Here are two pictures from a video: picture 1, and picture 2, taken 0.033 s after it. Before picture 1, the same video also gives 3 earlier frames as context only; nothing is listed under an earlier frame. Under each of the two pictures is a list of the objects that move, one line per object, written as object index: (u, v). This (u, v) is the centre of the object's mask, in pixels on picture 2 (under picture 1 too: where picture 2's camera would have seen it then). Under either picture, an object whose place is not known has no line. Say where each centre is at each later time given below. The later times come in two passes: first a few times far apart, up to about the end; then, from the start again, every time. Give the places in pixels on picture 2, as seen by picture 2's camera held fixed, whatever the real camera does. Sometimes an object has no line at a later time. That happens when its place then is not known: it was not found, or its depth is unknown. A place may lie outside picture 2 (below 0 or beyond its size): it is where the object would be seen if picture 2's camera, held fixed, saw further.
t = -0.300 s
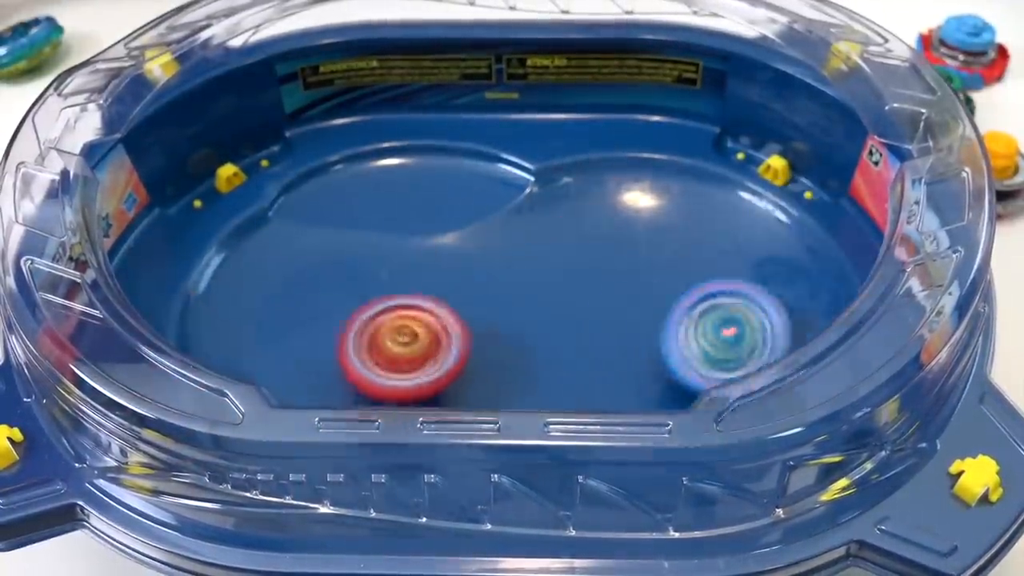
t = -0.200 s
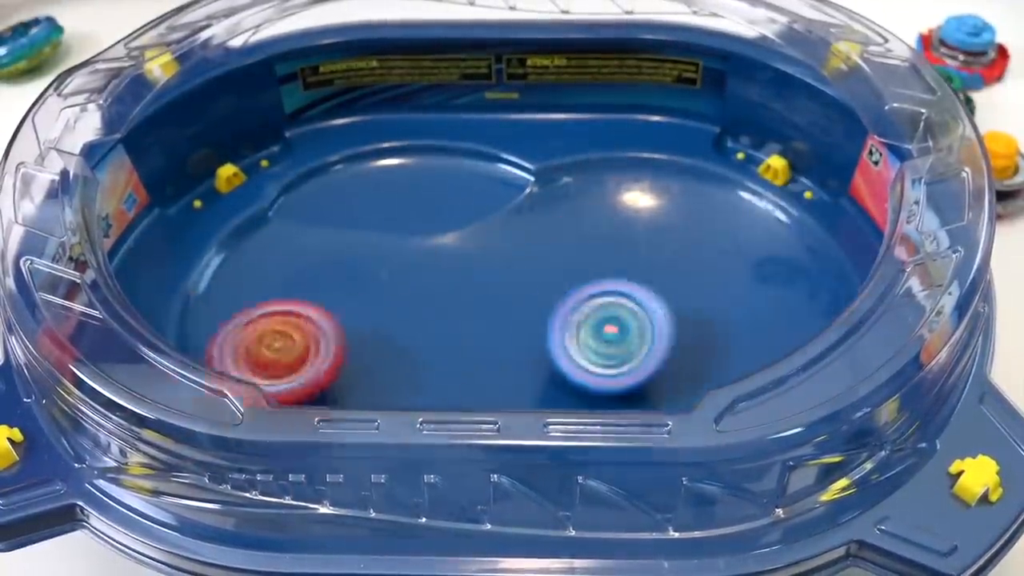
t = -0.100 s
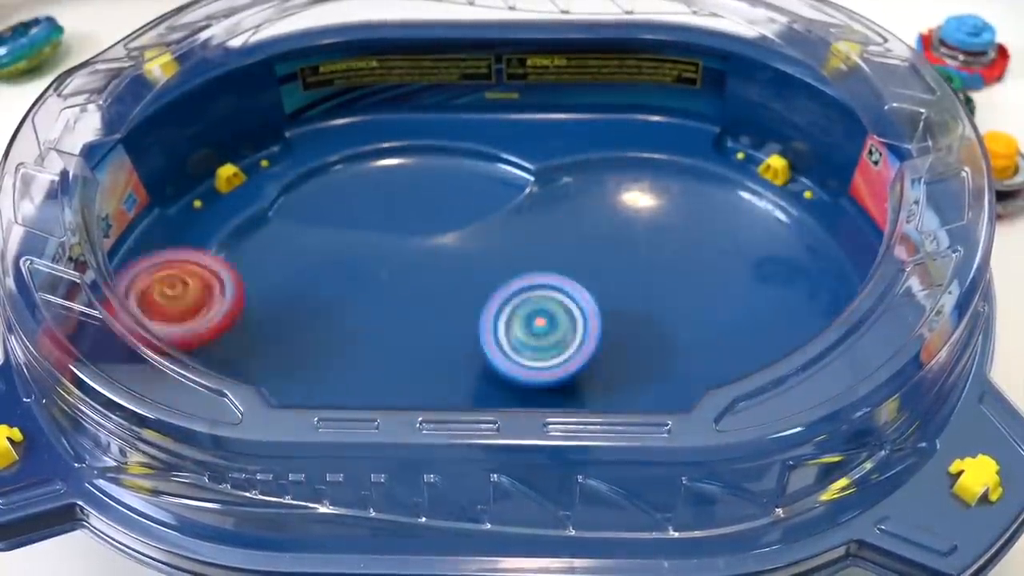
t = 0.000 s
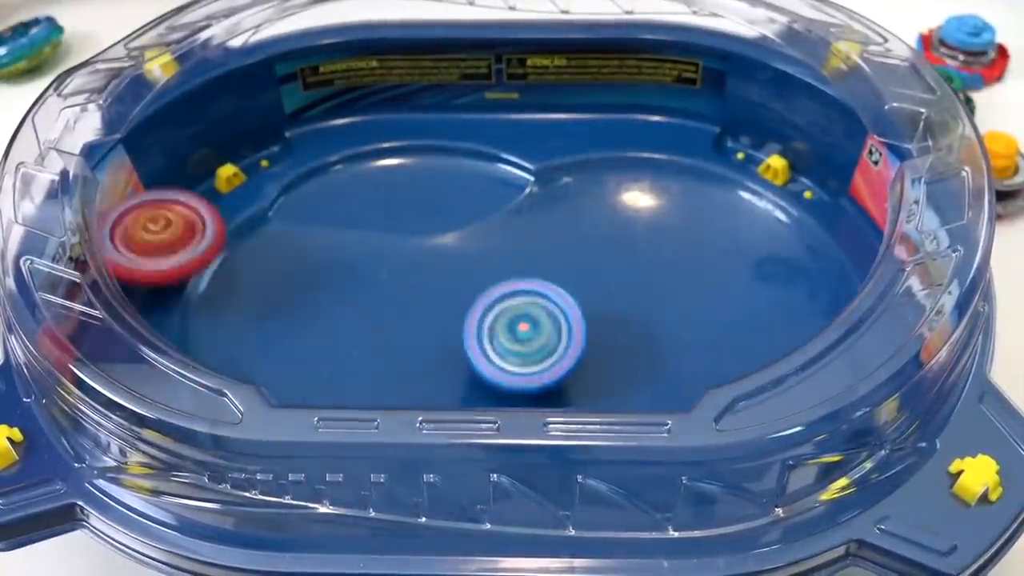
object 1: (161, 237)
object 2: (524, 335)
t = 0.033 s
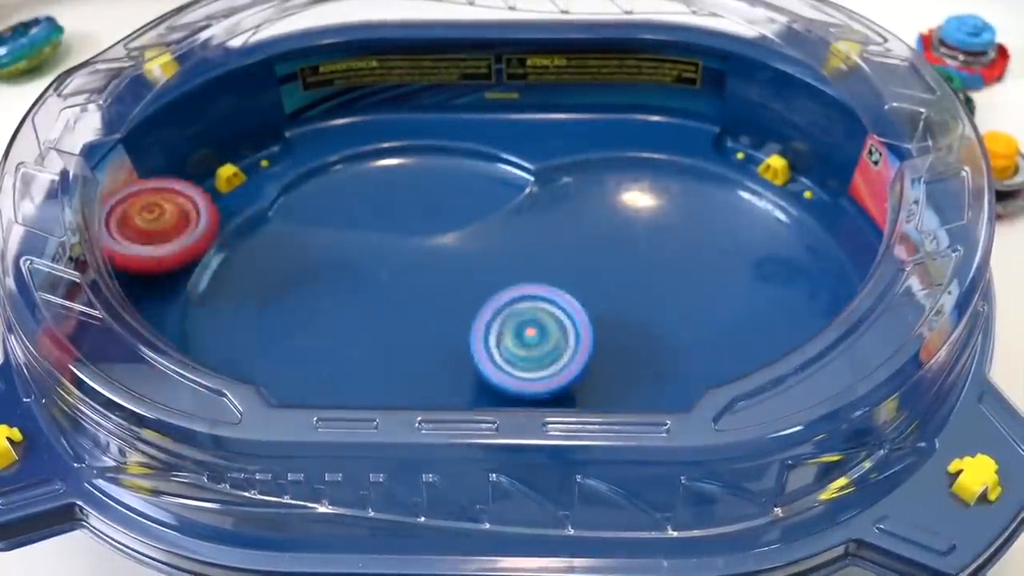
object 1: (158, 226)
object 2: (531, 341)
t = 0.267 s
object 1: (323, 263)
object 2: (699, 354)
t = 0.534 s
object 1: (643, 348)
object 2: (724, 235)
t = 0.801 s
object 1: (725, 415)
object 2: (576, 316)
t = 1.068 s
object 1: (536, 430)
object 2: (519, 315)
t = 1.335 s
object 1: (507, 299)
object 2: (514, 209)
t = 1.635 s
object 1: (860, 295)
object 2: (480, 283)
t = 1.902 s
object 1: (723, 448)
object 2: (564, 270)
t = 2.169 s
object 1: (448, 211)
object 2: (587, 247)
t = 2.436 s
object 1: (474, 168)
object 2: (609, 265)
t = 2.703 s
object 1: (570, 328)
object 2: (689, 291)
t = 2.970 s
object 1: (575, 328)
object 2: (666, 257)
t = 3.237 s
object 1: (437, 247)
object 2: (680, 305)
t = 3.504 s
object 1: (578, 280)
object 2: (707, 310)
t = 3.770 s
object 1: (496, 281)
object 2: (698, 307)
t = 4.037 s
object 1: (546, 270)
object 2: (668, 349)
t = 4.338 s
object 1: (644, 295)
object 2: (708, 362)
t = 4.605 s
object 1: (710, 278)
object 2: (698, 364)
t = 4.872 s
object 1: (701, 290)
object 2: (637, 391)
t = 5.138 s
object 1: (634, 163)
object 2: (585, 398)
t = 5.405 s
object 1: (695, 312)
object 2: (582, 354)
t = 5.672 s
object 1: (537, 358)
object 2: (435, 288)
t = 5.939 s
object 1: (280, 307)
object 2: (326, 191)
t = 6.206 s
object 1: (266, 247)
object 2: (371, 154)
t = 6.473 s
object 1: (358, 355)
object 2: (479, 179)
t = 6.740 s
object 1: (312, 460)
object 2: (534, 208)
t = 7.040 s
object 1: (439, 409)
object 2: (698, 337)
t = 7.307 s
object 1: (415, 444)
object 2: (756, 326)
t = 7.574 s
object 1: (433, 306)
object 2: (641, 353)
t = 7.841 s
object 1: (617, 188)
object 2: (582, 401)
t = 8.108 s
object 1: (802, 287)
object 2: (680, 376)
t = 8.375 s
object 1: (677, 402)
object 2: (536, 367)
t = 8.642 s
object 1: (640, 269)
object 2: (319, 316)
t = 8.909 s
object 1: (760, 301)
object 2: (242, 323)
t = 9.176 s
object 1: (556, 330)
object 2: (305, 314)
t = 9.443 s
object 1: (445, 232)
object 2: (323, 276)
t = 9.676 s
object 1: (547, 276)
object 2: (395, 263)
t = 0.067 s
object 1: (166, 221)
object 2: (545, 347)
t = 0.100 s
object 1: (178, 219)
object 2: (564, 352)
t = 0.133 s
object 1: (193, 224)
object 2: (588, 357)
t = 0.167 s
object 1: (213, 237)
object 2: (614, 361)
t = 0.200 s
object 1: (243, 250)
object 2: (645, 363)
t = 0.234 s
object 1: (282, 258)
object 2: (673, 360)
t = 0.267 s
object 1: (323, 263)
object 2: (699, 354)
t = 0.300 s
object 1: (362, 273)
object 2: (725, 342)
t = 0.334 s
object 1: (400, 283)
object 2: (746, 329)
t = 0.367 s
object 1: (437, 293)
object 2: (759, 316)
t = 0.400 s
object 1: (474, 303)
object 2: (768, 301)
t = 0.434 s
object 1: (511, 312)
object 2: (766, 283)
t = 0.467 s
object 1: (554, 322)
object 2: (758, 265)
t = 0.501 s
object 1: (599, 334)
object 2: (743, 248)
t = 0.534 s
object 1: (643, 348)
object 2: (724, 235)
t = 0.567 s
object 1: (682, 359)
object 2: (699, 228)
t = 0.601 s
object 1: (715, 368)
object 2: (671, 227)
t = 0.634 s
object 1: (741, 375)
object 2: (645, 232)
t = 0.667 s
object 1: (755, 382)
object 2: (620, 243)
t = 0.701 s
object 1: (762, 390)
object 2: (600, 257)
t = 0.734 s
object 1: (759, 397)
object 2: (586, 275)
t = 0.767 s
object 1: (746, 407)
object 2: (578, 295)
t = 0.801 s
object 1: (725, 415)
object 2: (576, 316)
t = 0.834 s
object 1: (697, 419)
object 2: (578, 338)
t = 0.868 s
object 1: (677, 430)
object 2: (571, 348)
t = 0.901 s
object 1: (661, 445)
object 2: (555, 348)
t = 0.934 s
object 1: (645, 454)
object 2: (543, 349)
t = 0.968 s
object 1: (610, 451)
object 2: (537, 352)
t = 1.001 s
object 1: (575, 448)
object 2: (531, 347)
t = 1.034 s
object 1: (553, 441)
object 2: (525, 331)
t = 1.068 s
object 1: (536, 430)
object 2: (519, 315)
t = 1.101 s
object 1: (519, 390)
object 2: (515, 304)
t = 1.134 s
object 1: (503, 381)
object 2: (511, 297)
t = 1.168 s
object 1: (486, 370)
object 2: (511, 281)
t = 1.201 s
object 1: (476, 351)
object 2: (512, 265)
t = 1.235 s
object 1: (474, 333)
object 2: (512, 248)
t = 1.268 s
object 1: (479, 318)
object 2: (515, 232)
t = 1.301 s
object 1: (490, 305)
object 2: (515, 220)
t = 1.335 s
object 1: (507, 299)
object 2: (514, 209)
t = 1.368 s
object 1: (531, 297)
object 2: (514, 201)
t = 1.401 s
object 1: (562, 295)
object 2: (510, 200)
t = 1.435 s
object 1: (599, 292)
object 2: (507, 206)
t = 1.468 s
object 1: (643, 288)
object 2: (502, 219)
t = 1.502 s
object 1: (691, 285)
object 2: (496, 234)
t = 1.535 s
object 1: (740, 283)
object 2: (490, 250)
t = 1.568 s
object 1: (786, 283)
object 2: (485, 264)
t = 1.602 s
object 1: (812, 282)
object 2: (481, 274)
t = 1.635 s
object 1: (860, 295)
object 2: (480, 283)
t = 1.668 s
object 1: (869, 309)
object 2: (484, 287)
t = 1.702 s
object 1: (871, 333)
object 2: (489, 289)
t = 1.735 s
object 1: (859, 351)
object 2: (499, 288)
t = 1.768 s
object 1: (844, 375)
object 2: (511, 286)
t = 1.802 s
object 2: (524, 283)
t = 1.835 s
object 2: (538, 279)
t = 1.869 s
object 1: (765, 437)
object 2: (552, 274)
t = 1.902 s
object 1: (723, 448)
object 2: (564, 270)
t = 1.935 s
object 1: (668, 452)
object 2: (573, 265)
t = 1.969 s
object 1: (608, 447)
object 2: (582, 261)
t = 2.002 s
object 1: (547, 403)
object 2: (587, 258)
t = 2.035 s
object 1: (508, 368)
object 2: (589, 255)
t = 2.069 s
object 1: (481, 330)
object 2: (590, 252)
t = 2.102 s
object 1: (462, 288)
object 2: (590, 250)
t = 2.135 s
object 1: (450, 250)
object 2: (588, 249)
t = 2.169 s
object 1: (448, 211)
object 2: (587, 247)
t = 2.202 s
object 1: (451, 177)
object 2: (587, 247)
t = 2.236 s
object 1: (455, 156)
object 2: (586, 248)
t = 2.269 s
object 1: (461, 133)
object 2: (585, 249)
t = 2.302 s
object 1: (466, 118)
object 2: (587, 250)
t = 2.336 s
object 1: (471, 116)
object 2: (591, 253)
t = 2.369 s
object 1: (472, 130)
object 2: (595, 257)
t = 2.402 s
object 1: (473, 150)
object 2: (601, 261)
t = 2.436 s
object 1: (474, 168)
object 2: (609, 265)
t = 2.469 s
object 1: (475, 186)
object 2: (618, 270)
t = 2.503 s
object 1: (479, 212)
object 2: (629, 276)
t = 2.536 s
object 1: (486, 237)
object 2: (641, 280)
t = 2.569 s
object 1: (499, 263)
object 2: (653, 284)
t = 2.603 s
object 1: (515, 284)
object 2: (665, 289)
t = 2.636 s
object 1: (532, 302)
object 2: (676, 291)
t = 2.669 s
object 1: (550, 317)
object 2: (684, 292)
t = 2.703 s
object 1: (570, 328)
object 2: (689, 291)
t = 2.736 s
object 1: (587, 337)
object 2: (692, 288)
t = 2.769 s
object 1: (591, 346)
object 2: (698, 281)
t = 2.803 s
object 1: (595, 351)
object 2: (702, 273)
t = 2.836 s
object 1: (596, 354)
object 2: (701, 267)
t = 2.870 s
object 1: (594, 353)
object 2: (695, 262)
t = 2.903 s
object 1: (590, 347)
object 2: (685, 257)
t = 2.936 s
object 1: (583, 340)
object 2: (675, 255)
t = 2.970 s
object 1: (575, 328)
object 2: (666, 257)
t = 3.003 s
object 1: (562, 318)
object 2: (663, 259)
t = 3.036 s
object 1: (540, 312)
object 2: (669, 260)
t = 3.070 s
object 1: (519, 303)
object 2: (671, 265)
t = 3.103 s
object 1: (498, 294)
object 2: (672, 273)
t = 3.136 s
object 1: (475, 283)
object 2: (672, 281)
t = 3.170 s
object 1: (455, 269)
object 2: (673, 289)
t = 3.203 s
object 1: (442, 257)
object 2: (676, 297)
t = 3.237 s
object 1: (437, 247)
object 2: (680, 305)
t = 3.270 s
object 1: (437, 241)
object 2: (683, 311)
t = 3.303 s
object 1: (445, 238)
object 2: (687, 315)
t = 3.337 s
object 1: (459, 239)
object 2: (692, 317)
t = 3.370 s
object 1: (479, 244)
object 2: (696, 318)
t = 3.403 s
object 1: (506, 250)
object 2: (701, 317)
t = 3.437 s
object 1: (533, 259)
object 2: (704, 315)
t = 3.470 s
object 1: (557, 268)
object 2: (706, 312)
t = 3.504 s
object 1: (578, 280)
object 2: (707, 310)
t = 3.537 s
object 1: (585, 287)
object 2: (716, 310)
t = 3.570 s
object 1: (579, 291)
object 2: (725, 311)
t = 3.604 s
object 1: (569, 293)
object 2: (728, 311)
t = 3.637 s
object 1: (557, 294)
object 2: (725, 309)
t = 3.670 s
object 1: (541, 293)
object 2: (720, 307)
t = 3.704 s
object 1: (524, 290)
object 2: (713, 305)
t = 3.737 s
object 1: (508, 286)
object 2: (706, 305)
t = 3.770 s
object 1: (496, 281)
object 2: (698, 307)
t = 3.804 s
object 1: (488, 277)
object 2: (690, 311)
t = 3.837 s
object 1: (486, 272)
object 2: (683, 316)
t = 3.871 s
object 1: (486, 269)
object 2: (676, 322)
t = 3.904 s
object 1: (492, 267)
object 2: (672, 328)
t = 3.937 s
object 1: (501, 265)
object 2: (668, 334)
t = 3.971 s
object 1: (514, 265)
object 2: (666, 339)
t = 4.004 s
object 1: (529, 267)
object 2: (667, 344)
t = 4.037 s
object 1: (546, 270)
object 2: (668, 349)
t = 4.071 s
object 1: (563, 276)
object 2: (669, 353)
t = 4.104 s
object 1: (579, 282)
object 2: (671, 356)
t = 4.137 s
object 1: (592, 287)
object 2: (677, 360)
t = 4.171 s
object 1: (601, 290)
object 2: (682, 363)
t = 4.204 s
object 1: (610, 294)
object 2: (687, 365)
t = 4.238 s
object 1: (620, 296)
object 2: (691, 366)
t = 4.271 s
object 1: (628, 297)
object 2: (697, 366)
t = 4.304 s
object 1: (636, 297)
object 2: (702, 364)
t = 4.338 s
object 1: (644, 295)
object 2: (708, 362)
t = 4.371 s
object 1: (652, 292)
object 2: (712, 360)
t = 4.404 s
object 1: (659, 285)
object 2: (716, 360)
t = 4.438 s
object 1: (668, 278)
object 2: (717, 358)
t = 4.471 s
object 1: (679, 278)
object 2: (717, 355)
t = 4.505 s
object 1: (689, 271)
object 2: (713, 358)
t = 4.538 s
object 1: (697, 268)
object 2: (709, 361)
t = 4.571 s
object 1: (704, 271)
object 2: (704, 363)
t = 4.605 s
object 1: (710, 278)
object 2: (698, 364)
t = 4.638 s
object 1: (715, 269)
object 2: (684, 378)
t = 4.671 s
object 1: (719, 255)
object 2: (670, 387)
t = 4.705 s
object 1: (720, 250)
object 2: (660, 392)
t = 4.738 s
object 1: (721, 250)
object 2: (659, 425)
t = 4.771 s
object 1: (722, 255)
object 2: (657, 425)
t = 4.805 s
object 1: (722, 266)
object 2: (647, 396)
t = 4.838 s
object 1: (715, 279)
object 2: (649, 408)
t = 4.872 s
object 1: (701, 290)
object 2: (637, 391)
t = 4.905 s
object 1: (682, 299)
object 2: (631, 387)
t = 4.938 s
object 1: (661, 303)
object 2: (624, 383)
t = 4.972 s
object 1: (643, 292)
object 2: (615, 385)
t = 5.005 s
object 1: (632, 264)
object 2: (601, 392)
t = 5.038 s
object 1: (626, 232)
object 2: (590, 395)
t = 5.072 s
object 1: (624, 205)
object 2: (584, 397)
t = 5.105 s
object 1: (627, 180)
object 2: (582, 398)
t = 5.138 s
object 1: (634, 163)
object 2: (585, 398)
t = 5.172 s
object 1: (645, 155)
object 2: (589, 397)
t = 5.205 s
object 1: (659, 157)
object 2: (593, 394)
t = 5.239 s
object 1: (672, 170)
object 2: (596, 389)
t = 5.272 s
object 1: (690, 189)
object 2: (598, 385)
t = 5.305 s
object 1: (704, 216)
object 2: (598, 379)
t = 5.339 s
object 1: (711, 250)
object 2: (596, 372)
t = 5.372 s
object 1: (706, 284)
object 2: (592, 363)
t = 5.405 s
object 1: (695, 312)
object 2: (582, 354)
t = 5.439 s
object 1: (696, 331)
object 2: (558, 350)
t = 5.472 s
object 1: (688, 346)
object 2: (537, 344)
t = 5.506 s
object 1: (674, 354)
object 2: (516, 336)
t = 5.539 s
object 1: (657, 361)
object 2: (496, 328)
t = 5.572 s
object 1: (633, 365)
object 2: (478, 318)
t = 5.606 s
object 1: (605, 365)
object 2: (463, 309)
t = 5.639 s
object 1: (571, 363)
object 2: (447, 298)
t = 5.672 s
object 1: (537, 358)
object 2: (435, 288)
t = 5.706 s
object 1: (500, 351)
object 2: (421, 276)
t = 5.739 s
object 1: (471, 347)
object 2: (406, 261)
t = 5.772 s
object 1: (438, 341)
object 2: (393, 245)
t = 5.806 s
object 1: (406, 335)
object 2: (380, 231)
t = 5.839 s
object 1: (374, 326)
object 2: (367, 218)
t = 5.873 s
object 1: (342, 320)
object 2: (355, 207)
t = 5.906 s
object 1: (311, 313)
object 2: (340, 197)
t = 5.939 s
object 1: (280, 307)
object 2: (326, 191)
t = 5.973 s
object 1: (252, 300)
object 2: (317, 185)
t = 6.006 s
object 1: (233, 286)
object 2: (310, 178)
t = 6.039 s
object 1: (224, 270)
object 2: (306, 174)
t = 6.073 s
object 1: (227, 254)
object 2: (306, 172)
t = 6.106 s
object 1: (230, 247)
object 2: (313, 166)
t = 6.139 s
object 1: (235, 246)
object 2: (331, 158)
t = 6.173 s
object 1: (248, 246)
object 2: (352, 154)
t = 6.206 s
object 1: (266, 247)
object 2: (371, 154)
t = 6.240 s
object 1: (287, 249)
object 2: (389, 156)
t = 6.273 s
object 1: (306, 254)
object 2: (406, 159)
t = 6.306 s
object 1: (320, 262)
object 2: (421, 162)
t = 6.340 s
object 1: (333, 274)
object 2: (435, 166)
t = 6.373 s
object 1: (342, 289)
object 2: (448, 170)
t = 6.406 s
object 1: (349, 309)
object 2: (458, 173)
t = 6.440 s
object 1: (355, 333)
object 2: (469, 177)
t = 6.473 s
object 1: (358, 355)
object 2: (479, 179)
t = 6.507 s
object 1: (357, 369)
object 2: (486, 182)
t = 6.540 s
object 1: (350, 396)
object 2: (495, 183)
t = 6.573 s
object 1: (347, 418)
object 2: (501, 183)
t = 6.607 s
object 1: (346, 441)
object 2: (508, 184)
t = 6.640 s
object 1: (342, 456)
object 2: (514, 184)
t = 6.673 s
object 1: (328, 469)
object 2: (518, 185)
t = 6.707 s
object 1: (319, 468)
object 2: (526, 191)
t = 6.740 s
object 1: (312, 460)
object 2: (534, 208)
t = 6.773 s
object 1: (306, 448)
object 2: (545, 230)
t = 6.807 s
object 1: (305, 434)
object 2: (559, 250)
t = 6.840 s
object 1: (309, 423)
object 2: (576, 270)
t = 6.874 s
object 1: (317, 413)
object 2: (595, 288)
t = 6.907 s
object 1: (333, 402)
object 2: (616, 303)
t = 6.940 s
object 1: (354, 399)
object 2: (637, 316)
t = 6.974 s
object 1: (378, 397)
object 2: (659, 327)
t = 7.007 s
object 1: (409, 399)
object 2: (680, 334)
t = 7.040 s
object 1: (439, 409)
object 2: (698, 337)
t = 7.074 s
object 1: (466, 420)
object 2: (715, 336)
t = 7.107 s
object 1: (484, 432)
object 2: (728, 334)
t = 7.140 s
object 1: (495, 444)
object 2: (741, 330)
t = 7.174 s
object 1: (493, 449)
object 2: (750, 328)
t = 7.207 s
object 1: (478, 454)
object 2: (758, 325)
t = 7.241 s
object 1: (455, 452)
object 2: (760, 325)
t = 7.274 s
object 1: (434, 449)
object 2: (761, 325)
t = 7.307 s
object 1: (415, 444)
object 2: (756, 326)
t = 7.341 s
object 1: (401, 431)
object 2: (750, 328)
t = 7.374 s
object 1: (395, 418)
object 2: (739, 331)
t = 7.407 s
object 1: (397, 397)
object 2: (725, 336)
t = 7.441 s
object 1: (406, 373)
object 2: (709, 340)
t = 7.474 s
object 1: (408, 366)
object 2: (692, 345)
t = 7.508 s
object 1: (411, 349)
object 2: (675, 349)
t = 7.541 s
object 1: (419, 327)
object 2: (656, 352)
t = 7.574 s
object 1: (433, 306)
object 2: (641, 353)
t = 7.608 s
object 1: (449, 284)
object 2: (625, 356)
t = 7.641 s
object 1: (466, 264)
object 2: (611, 360)
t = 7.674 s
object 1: (484, 246)
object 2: (599, 365)
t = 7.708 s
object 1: (506, 230)
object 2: (589, 370)
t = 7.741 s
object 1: (531, 217)
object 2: (582, 375)
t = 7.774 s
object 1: (559, 206)
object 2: (579, 380)
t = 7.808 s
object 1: (586, 196)
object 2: (580, 384)
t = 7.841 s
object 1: (617, 188)
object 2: (582, 401)
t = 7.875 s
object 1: (648, 184)
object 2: (593, 411)
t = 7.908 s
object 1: (680, 184)
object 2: (609, 412)
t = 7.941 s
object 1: (712, 189)
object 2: (626, 411)
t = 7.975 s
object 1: (741, 199)
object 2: (646, 411)
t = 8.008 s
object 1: (769, 216)
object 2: (664, 402)
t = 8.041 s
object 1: (790, 238)
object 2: (673, 399)
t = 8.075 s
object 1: (804, 264)
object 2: (678, 385)
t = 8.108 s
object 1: (802, 287)
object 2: (680, 376)
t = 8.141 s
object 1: (789, 309)
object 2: (684, 373)
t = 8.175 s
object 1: (787, 320)
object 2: (666, 377)
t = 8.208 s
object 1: (776, 333)
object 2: (651, 380)
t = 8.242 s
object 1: (757, 347)
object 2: (638, 381)
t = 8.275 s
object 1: (740, 360)
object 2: (610, 379)
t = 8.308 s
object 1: (718, 372)
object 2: (579, 376)
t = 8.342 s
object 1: (697, 402)
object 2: (555, 372)
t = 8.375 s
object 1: (677, 402)
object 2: (536, 367)
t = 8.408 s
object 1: (650, 385)
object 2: (522, 362)
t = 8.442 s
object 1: (626, 376)
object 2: (504, 356)
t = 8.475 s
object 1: (618, 367)
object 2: (475, 344)
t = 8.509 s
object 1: (613, 349)
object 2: (446, 334)
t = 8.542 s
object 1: (616, 328)
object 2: (416, 327)
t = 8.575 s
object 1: (622, 309)
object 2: (385, 322)
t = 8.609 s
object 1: (629, 289)
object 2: (353, 318)
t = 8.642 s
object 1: (640, 269)
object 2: (319, 316)
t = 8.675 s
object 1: (656, 254)
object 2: (287, 315)
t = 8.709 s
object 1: (674, 244)
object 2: (256, 315)
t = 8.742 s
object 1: (694, 236)
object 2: (234, 313)
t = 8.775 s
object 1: (717, 236)
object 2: (218, 310)
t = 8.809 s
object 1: (738, 243)
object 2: (215, 311)
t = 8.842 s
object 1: (754, 258)
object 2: (220, 317)
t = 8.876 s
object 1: (763, 277)
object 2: (229, 319)
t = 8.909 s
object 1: (760, 301)
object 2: (242, 323)
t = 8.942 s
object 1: (744, 322)
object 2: (258, 324)
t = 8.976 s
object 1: (717, 339)
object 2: (272, 325)
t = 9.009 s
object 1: (689, 352)
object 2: (284, 324)
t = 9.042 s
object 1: (661, 358)
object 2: (295, 324)
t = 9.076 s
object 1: (631, 357)
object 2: (302, 322)
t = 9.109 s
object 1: (604, 351)
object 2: (306, 321)
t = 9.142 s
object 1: (579, 340)
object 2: (307, 318)
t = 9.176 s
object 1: (556, 330)
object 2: (305, 314)
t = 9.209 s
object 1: (534, 318)
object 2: (303, 310)
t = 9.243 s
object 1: (516, 305)
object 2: (301, 304)
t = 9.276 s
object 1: (495, 294)
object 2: (301, 299)
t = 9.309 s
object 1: (476, 281)
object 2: (302, 294)
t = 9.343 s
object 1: (461, 267)
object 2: (304, 290)
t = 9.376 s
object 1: (448, 255)
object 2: (309, 285)
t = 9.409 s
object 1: (443, 241)
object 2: (315, 281)
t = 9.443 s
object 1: (445, 232)
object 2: (323, 276)
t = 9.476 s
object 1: (450, 229)
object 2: (333, 271)
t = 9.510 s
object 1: (462, 230)
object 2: (343, 267)
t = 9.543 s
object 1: (481, 235)
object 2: (353, 265)
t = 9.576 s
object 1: (501, 243)
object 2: (364, 263)
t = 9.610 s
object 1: (520, 253)
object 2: (374, 261)
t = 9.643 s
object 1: (535, 265)
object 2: (384, 262)
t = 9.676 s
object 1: (547, 276)
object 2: (395, 263)
